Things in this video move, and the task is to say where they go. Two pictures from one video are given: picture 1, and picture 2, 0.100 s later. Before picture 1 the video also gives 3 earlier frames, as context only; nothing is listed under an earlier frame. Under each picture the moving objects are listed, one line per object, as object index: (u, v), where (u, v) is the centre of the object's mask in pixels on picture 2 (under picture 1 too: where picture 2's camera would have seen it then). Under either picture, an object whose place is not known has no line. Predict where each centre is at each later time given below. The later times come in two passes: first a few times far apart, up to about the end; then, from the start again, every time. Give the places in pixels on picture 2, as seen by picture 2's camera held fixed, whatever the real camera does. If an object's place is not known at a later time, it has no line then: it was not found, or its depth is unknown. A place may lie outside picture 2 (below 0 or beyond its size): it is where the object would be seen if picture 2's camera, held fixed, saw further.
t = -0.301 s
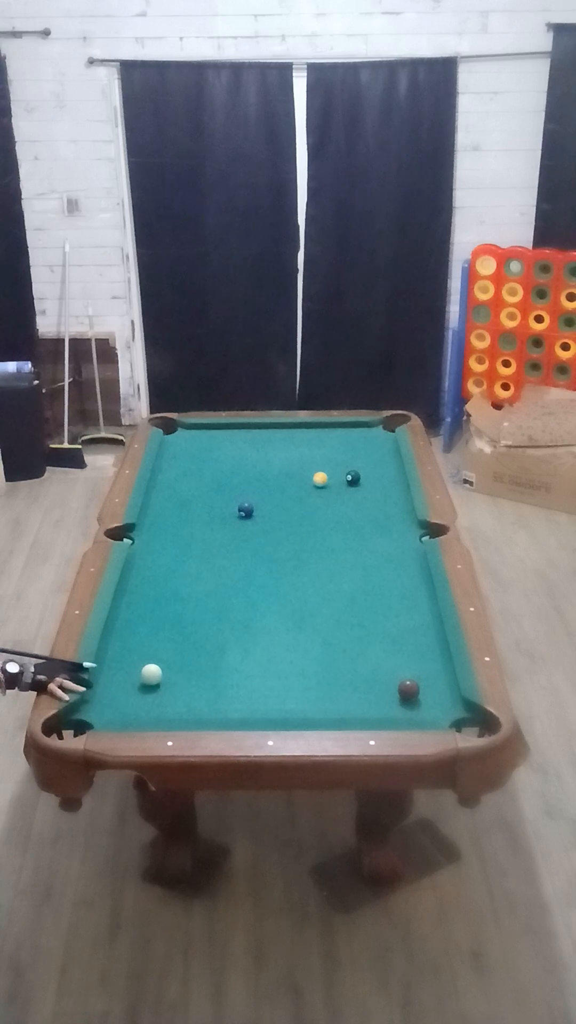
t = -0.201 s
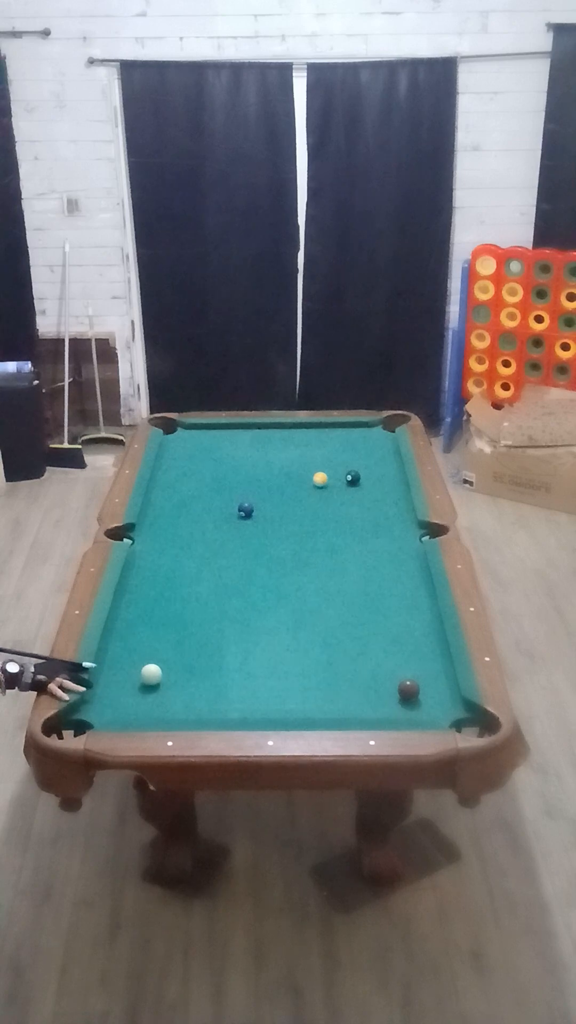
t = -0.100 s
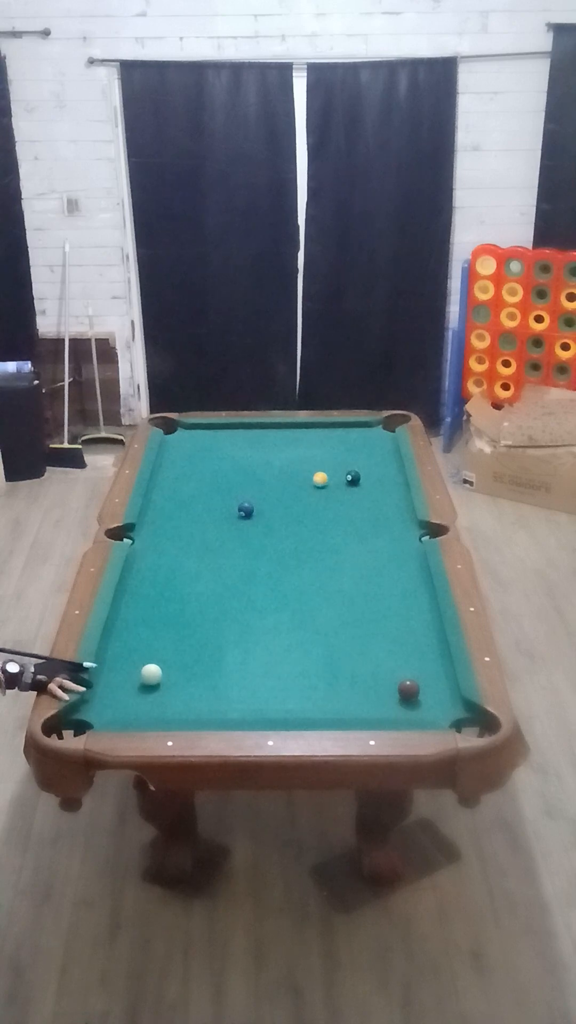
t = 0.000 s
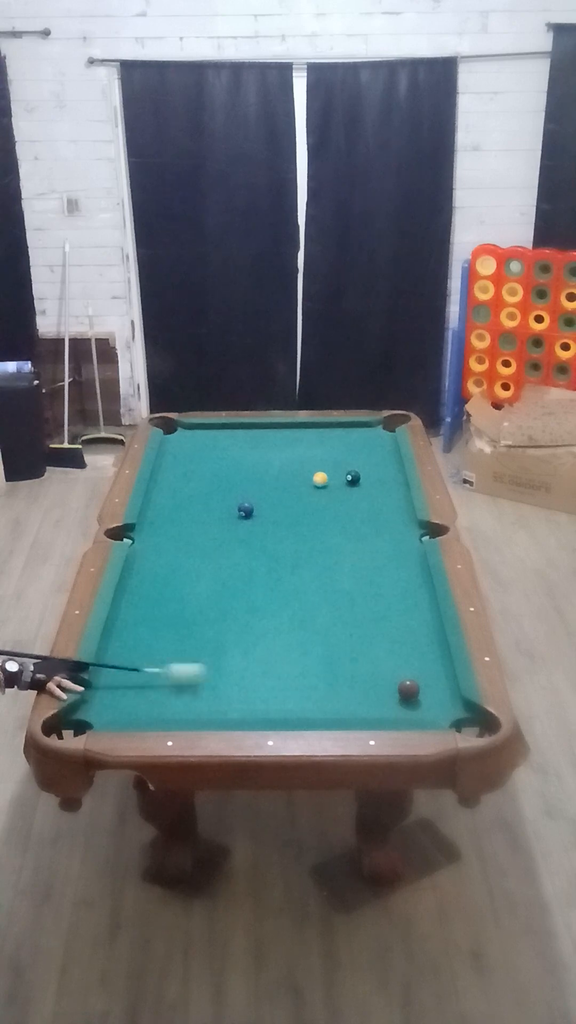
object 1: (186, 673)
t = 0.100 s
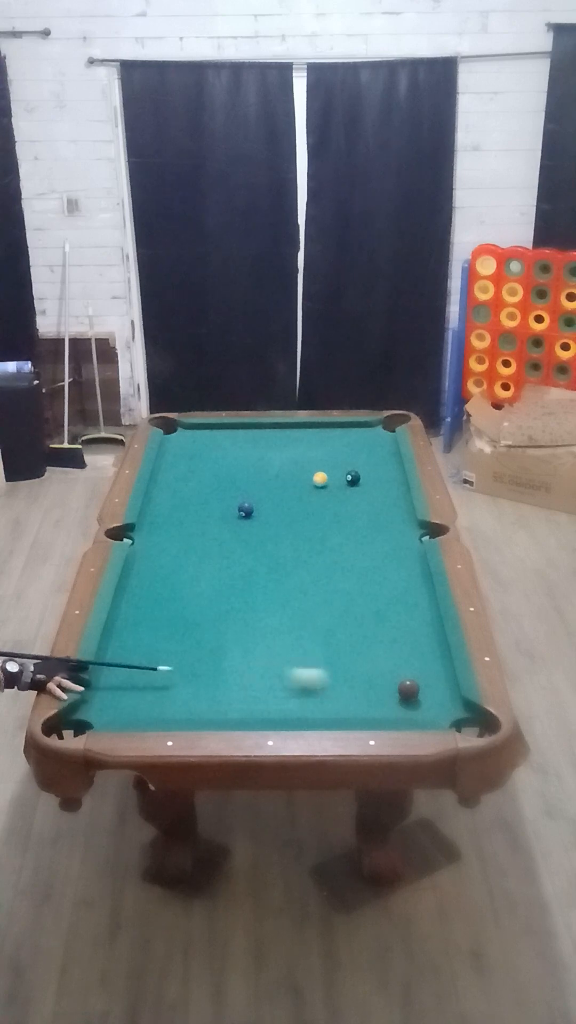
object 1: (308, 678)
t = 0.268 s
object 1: (427, 657)
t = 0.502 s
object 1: (385, 619)
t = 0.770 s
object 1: (335, 590)
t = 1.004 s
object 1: (296, 567)
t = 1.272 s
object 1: (255, 545)
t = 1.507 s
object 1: (222, 528)
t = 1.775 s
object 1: (187, 510)
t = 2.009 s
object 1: (159, 497)
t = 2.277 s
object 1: (164, 488)
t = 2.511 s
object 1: (176, 482)
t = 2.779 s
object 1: (187, 477)
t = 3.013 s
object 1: (195, 473)
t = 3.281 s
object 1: (201, 470)
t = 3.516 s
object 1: (204, 468)
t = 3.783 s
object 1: (206, 467)
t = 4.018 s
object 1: (206, 467)
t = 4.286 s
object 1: (206, 467)
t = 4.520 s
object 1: (206, 467)
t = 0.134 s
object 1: (347, 679)
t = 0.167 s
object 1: (383, 681)
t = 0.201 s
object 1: (401, 673)
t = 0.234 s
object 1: (414, 664)
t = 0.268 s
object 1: (427, 657)
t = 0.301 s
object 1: (439, 649)
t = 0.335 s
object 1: (431, 644)
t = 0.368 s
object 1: (421, 639)
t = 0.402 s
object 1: (406, 631)
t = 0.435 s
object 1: (399, 627)
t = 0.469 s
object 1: (392, 623)
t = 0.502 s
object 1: (385, 619)
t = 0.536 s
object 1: (379, 615)
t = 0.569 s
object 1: (372, 611)
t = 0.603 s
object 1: (366, 607)
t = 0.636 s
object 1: (360, 604)
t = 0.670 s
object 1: (353, 600)
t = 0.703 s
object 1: (347, 597)
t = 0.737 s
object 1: (341, 593)
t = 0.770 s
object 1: (335, 590)
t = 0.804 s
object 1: (330, 586)
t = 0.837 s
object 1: (323, 583)
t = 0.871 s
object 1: (317, 580)
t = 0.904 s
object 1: (312, 577)
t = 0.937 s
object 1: (307, 574)
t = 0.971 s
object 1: (301, 570)
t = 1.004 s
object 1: (296, 567)
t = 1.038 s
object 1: (290, 565)
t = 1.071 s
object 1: (285, 562)
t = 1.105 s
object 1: (280, 559)
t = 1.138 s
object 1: (274, 556)
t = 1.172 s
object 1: (270, 553)
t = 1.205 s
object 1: (264, 551)
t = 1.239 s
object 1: (259, 548)
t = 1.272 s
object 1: (255, 545)
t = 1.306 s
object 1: (250, 543)
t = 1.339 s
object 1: (245, 540)
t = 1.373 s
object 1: (240, 537)
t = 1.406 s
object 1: (235, 535)
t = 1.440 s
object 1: (231, 532)
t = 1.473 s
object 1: (226, 530)
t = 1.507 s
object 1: (222, 528)
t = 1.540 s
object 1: (217, 526)
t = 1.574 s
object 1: (213, 523)
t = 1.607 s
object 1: (208, 521)
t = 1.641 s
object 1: (204, 519)
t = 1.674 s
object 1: (200, 517)
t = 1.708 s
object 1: (196, 515)
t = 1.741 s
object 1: (192, 513)
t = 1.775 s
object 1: (187, 510)
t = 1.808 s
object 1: (183, 509)
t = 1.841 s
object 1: (179, 507)
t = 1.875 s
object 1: (175, 505)
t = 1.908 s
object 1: (171, 503)
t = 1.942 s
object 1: (167, 501)
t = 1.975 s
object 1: (163, 500)
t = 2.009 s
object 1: (159, 497)
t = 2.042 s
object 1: (156, 496)
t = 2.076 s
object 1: (153, 494)
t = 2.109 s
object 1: (154, 493)
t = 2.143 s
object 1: (157, 492)
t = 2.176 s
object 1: (159, 491)
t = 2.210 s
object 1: (161, 490)
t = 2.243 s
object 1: (162, 489)
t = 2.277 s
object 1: (164, 488)
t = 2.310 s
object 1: (166, 487)
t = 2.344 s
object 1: (168, 486)
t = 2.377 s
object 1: (169, 486)
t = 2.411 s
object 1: (171, 485)
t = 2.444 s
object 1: (173, 484)
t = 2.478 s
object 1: (174, 483)
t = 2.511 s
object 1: (176, 482)
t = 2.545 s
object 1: (178, 481)
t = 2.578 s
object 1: (179, 481)
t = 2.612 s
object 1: (181, 480)
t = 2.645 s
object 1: (182, 479)
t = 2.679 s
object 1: (183, 479)
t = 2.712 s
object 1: (185, 478)
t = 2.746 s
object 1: (186, 477)
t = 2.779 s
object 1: (187, 477)
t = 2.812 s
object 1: (188, 476)
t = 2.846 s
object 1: (189, 476)
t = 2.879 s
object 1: (190, 475)
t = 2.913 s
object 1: (192, 474)
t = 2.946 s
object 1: (192, 474)
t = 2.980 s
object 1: (194, 473)
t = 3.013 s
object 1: (195, 473)
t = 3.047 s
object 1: (196, 473)
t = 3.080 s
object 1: (197, 472)
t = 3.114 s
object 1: (197, 472)
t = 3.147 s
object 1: (198, 471)
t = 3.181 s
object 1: (199, 471)
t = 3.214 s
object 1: (200, 471)
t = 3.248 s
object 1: (200, 470)
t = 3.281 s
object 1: (201, 470)
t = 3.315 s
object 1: (202, 470)
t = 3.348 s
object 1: (202, 469)
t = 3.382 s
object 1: (203, 469)
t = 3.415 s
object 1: (203, 469)
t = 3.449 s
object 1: (203, 469)
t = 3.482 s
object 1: (204, 468)
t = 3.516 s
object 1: (204, 468)
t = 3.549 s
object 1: (205, 468)
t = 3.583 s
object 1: (205, 468)
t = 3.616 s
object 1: (205, 468)
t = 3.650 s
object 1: (206, 468)
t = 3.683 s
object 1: (206, 467)
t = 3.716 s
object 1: (206, 467)
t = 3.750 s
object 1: (206, 467)
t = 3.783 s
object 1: (206, 467)
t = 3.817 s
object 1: (206, 467)
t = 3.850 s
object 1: (207, 467)
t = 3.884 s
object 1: (207, 467)
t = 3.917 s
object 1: (207, 467)
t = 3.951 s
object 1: (207, 467)
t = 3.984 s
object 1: (207, 467)
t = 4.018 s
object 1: (206, 467)
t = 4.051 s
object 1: (206, 467)
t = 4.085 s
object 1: (206, 467)
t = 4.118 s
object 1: (206, 467)
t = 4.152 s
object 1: (206, 467)
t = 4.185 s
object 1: (206, 468)
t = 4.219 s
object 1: (207, 467)
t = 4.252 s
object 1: (207, 467)
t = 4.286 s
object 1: (206, 467)
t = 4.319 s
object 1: (206, 467)
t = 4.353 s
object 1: (206, 467)
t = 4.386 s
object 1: (206, 467)
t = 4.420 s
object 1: (206, 467)
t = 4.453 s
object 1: (206, 467)
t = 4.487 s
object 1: (206, 467)
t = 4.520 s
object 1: (206, 467)
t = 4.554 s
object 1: (206, 467)
